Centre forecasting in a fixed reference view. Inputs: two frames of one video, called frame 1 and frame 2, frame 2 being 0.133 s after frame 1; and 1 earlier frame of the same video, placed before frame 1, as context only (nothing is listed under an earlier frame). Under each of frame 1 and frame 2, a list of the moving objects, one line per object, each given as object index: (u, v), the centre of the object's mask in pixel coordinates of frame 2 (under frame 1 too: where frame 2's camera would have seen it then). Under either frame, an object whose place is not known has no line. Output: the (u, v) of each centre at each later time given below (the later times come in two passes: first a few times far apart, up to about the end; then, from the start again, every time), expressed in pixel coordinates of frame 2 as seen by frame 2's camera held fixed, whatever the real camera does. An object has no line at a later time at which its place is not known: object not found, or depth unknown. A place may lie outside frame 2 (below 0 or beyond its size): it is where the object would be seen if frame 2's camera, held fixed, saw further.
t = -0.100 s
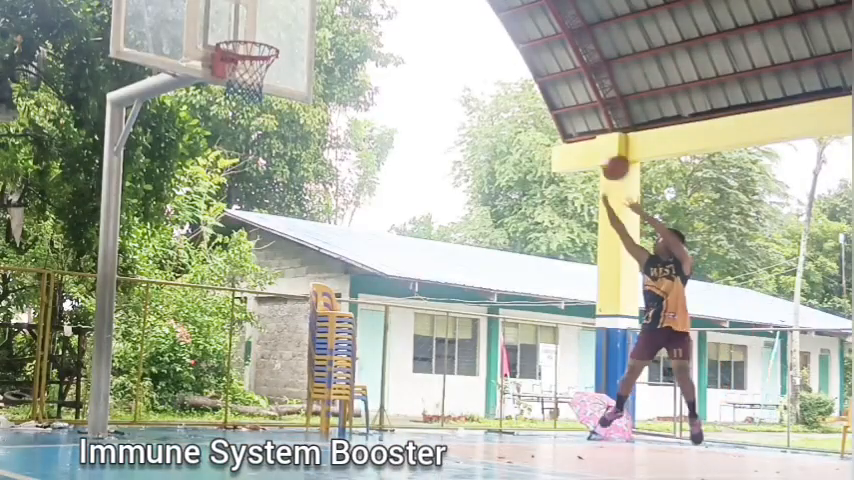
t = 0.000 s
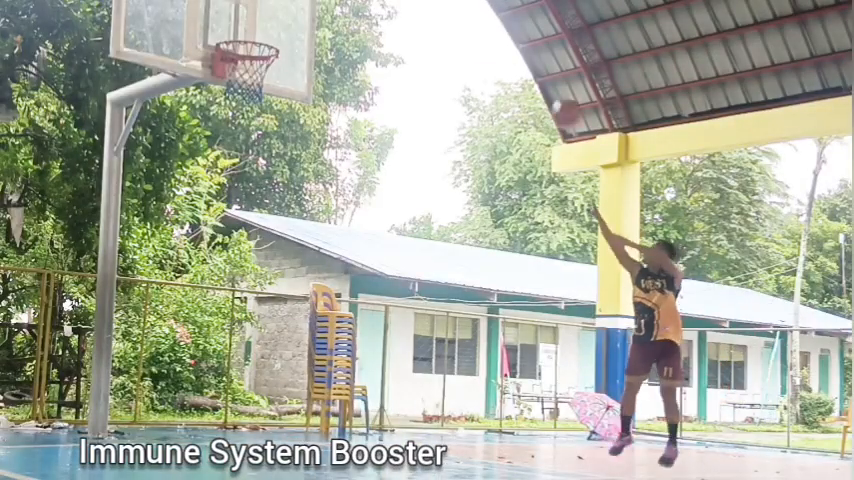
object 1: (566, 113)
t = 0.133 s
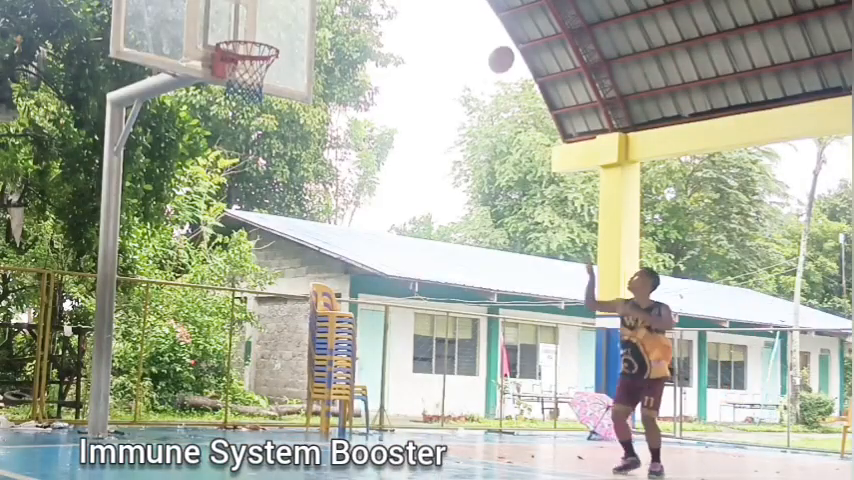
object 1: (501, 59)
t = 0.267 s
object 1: (434, 26)
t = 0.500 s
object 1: (312, 19)
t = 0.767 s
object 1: (238, 94)
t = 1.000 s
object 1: (253, 194)
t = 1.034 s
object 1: (254, 213)
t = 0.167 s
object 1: (484, 49)
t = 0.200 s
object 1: (468, 40)
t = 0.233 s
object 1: (451, 33)
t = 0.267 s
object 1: (434, 26)
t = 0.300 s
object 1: (417, 21)
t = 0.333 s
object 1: (400, 17)
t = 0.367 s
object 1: (383, 15)
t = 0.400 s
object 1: (365, 14)
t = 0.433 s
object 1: (349, 14)
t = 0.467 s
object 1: (330, 16)
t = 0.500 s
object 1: (312, 19)
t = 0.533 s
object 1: (294, 23)
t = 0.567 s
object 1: (276, 29)
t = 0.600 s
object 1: (258, 36)
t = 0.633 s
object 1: (239, 46)
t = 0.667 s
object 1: (234, 57)
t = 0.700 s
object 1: (234, 74)
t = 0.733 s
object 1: (236, 85)
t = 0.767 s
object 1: (238, 94)
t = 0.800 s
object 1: (240, 104)
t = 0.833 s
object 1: (243, 117)
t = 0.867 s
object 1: (245, 130)
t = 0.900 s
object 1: (248, 144)
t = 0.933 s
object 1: (250, 160)
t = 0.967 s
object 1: (251, 176)
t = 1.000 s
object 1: (253, 194)
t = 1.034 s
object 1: (254, 213)
